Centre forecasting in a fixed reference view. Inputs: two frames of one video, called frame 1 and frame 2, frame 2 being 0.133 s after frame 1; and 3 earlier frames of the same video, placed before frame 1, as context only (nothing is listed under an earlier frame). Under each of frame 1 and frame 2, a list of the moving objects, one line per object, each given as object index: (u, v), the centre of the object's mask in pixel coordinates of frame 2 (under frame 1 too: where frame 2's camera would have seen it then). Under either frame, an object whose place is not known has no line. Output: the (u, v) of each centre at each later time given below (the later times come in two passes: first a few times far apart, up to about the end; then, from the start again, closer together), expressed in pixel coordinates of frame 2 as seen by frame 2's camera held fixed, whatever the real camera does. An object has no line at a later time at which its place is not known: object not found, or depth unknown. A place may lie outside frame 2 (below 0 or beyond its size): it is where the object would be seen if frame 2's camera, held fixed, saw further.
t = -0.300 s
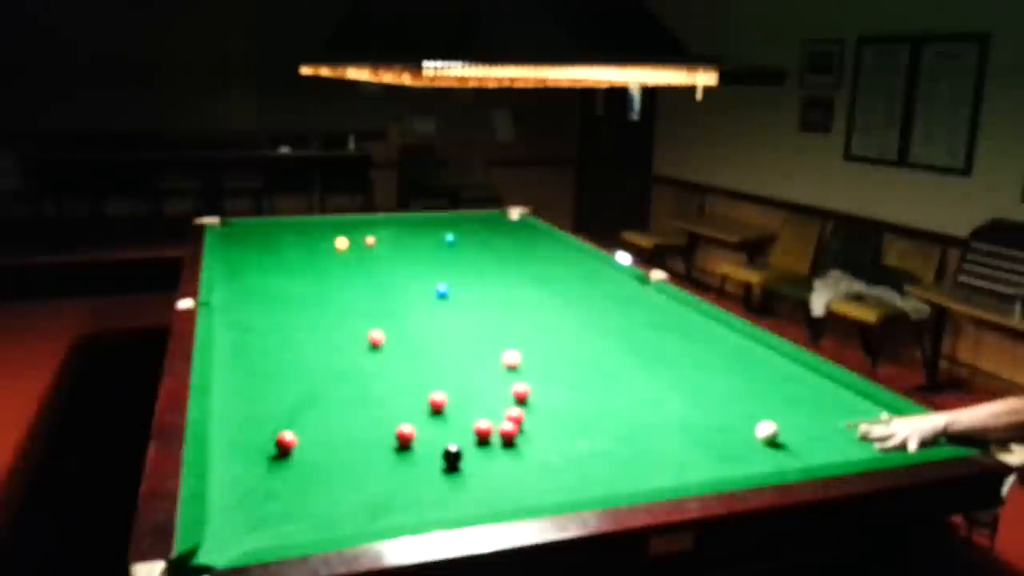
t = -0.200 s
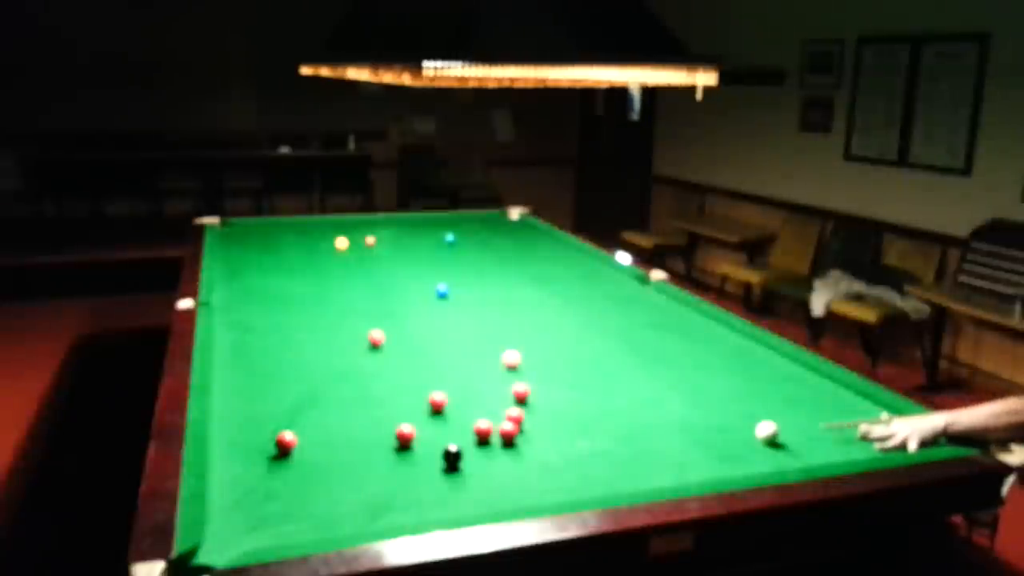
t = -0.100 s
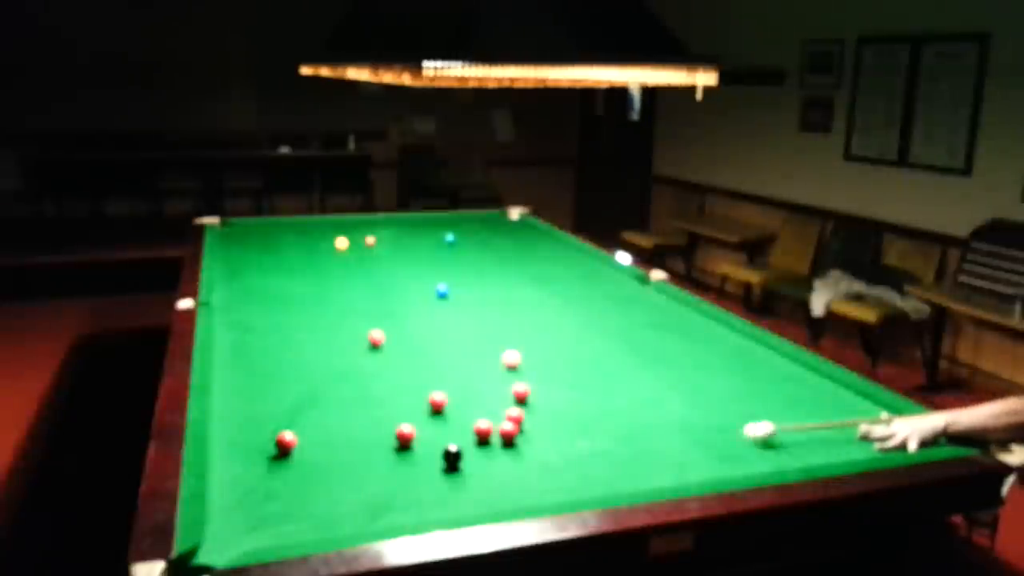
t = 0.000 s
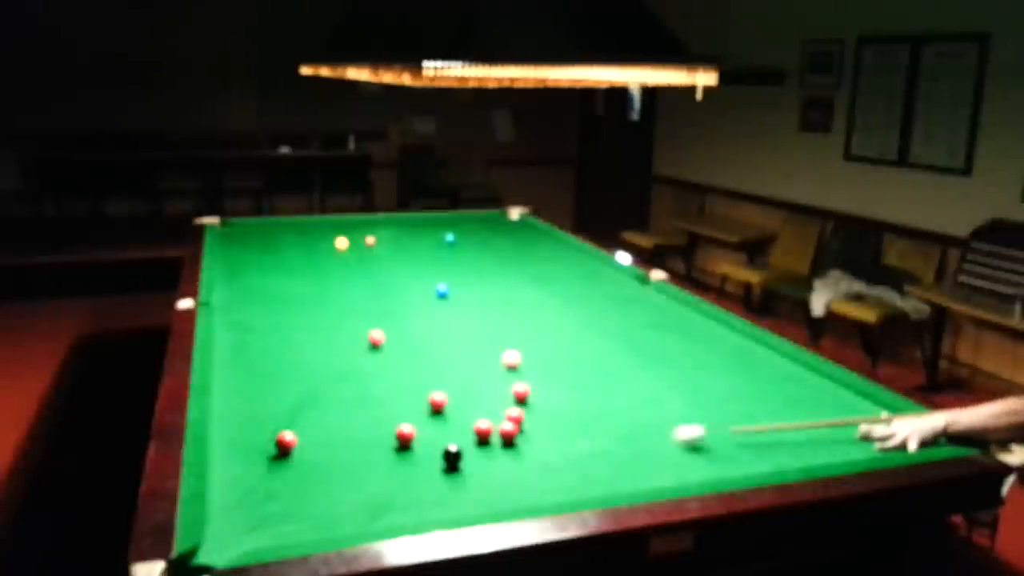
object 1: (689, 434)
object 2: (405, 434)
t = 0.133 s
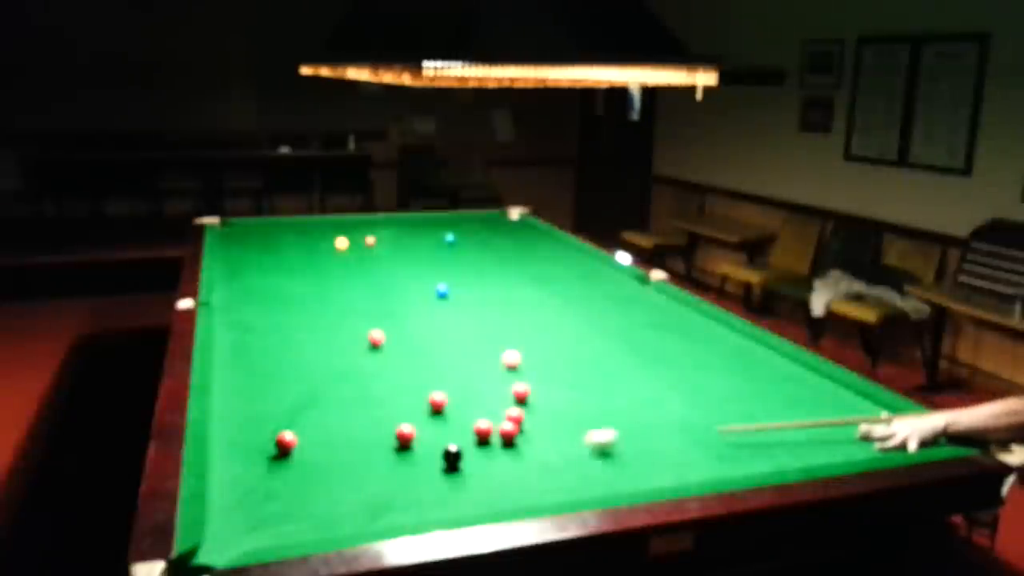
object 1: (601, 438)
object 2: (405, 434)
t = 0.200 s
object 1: (557, 440)
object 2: (405, 434)
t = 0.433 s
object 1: (433, 436)
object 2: (405, 434)
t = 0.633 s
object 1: (419, 425)
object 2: (353, 432)
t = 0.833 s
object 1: (408, 414)
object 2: (306, 430)
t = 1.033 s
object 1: (398, 405)
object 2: (262, 427)
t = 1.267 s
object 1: (387, 395)
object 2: (231, 424)
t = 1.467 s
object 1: (378, 388)
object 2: (257, 417)
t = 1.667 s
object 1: (371, 382)
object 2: (280, 411)
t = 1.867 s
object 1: (364, 377)
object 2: (300, 405)
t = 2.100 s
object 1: (357, 372)
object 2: (320, 399)
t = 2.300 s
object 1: (352, 369)
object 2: (335, 395)
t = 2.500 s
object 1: (349, 365)
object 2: (349, 391)
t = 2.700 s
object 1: (346, 363)
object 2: (361, 388)
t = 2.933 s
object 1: (343, 361)
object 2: (372, 386)
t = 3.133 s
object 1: (342, 360)
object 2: (381, 383)
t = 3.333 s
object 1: (342, 360)
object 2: (388, 382)
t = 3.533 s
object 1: (342, 359)
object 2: (393, 381)
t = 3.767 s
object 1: (342, 359)
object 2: (398, 380)
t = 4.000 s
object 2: (401, 380)
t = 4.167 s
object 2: (401, 380)
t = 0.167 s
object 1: (579, 439)
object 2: (405, 434)
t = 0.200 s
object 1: (557, 440)
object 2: (405, 434)
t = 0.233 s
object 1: (535, 442)
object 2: (405, 433)
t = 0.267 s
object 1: (512, 442)
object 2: (405, 434)
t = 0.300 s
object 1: (489, 444)
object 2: (405, 434)
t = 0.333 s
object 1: (469, 445)
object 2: (405, 434)
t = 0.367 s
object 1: (456, 442)
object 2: (405, 434)
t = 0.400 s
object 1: (445, 439)
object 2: (405, 434)
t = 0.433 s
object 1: (433, 436)
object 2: (405, 434)
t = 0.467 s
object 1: (427, 434)
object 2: (399, 433)
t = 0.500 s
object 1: (426, 434)
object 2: (388, 433)
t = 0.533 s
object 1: (425, 431)
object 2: (378, 433)
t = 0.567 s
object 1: (423, 429)
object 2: (369, 433)
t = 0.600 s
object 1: (421, 427)
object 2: (361, 432)
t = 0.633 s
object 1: (419, 425)
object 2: (353, 432)
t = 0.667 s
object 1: (417, 423)
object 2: (345, 431)
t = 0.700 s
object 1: (415, 421)
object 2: (337, 431)
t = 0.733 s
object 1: (413, 419)
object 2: (329, 431)
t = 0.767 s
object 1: (412, 417)
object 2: (321, 431)
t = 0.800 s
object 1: (410, 415)
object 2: (314, 431)
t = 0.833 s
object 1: (408, 414)
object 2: (306, 430)
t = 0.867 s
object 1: (406, 412)
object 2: (300, 428)
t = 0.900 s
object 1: (405, 411)
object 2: (293, 426)
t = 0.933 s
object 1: (403, 409)
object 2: (284, 425)
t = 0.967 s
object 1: (402, 408)
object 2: (276, 427)
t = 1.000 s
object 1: (400, 406)
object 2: (269, 428)
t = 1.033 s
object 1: (398, 405)
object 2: (262, 427)
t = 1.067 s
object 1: (397, 403)
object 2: (255, 427)
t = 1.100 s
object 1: (395, 402)
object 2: (248, 427)
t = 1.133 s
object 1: (394, 400)
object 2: (240, 427)
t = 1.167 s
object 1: (392, 399)
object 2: (233, 426)
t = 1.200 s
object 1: (390, 398)
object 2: (227, 426)
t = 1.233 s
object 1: (389, 397)
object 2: (226, 426)
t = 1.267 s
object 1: (387, 395)
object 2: (231, 424)
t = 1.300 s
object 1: (386, 394)
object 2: (235, 423)
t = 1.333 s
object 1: (384, 393)
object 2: (240, 422)
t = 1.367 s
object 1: (383, 392)
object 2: (244, 420)
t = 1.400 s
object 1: (381, 390)
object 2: (249, 419)
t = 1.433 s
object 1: (380, 390)
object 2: (253, 418)
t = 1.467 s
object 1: (378, 388)
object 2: (257, 417)
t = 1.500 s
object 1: (377, 387)
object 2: (261, 416)
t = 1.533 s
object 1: (376, 386)
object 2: (265, 415)
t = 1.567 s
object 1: (375, 385)
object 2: (269, 414)
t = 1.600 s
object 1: (373, 384)
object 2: (272, 413)
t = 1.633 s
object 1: (372, 383)
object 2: (276, 411)
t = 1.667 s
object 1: (371, 382)
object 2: (280, 411)
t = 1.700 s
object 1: (370, 381)
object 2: (283, 409)
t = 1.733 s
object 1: (369, 381)
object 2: (287, 409)
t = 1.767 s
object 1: (367, 380)
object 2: (290, 408)
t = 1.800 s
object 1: (366, 379)
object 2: (293, 407)
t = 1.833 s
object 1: (365, 378)
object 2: (297, 406)
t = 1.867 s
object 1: (364, 377)
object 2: (300, 405)
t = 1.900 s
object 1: (363, 376)
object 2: (303, 404)
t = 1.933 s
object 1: (362, 376)
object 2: (306, 403)
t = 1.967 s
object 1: (361, 375)
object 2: (309, 402)
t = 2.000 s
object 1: (360, 374)
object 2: (312, 401)
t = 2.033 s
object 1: (359, 374)
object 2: (315, 400)
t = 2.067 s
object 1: (358, 373)
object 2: (318, 400)
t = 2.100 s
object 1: (357, 372)
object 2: (320, 399)
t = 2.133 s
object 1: (356, 372)
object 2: (323, 398)
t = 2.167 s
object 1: (355, 371)
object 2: (326, 397)
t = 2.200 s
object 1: (354, 371)
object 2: (328, 397)
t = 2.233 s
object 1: (354, 370)
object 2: (331, 396)
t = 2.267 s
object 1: (353, 370)
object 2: (333, 396)
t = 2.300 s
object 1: (352, 369)
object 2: (335, 395)
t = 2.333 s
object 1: (351, 369)
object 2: (338, 394)
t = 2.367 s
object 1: (351, 368)
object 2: (340, 394)
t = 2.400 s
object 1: (350, 367)
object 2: (342, 393)
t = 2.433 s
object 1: (349, 367)
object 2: (345, 392)
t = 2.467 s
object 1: (349, 366)
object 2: (347, 392)
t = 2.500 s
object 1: (349, 365)
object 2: (349, 391)
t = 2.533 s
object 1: (348, 365)
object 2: (351, 391)
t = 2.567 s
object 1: (348, 364)
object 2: (353, 391)
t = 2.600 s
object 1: (347, 364)
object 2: (355, 389)
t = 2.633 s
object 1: (347, 364)
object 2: (357, 389)
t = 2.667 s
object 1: (346, 363)
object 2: (359, 389)
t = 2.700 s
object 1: (346, 363)
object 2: (361, 388)
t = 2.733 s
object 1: (346, 363)
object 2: (362, 388)
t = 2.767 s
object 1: (345, 362)
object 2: (364, 387)
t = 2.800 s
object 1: (345, 362)
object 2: (366, 387)
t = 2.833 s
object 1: (344, 362)
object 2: (368, 386)
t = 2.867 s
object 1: (344, 362)
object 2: (369, 386)
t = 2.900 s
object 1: (344, 361)
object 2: (371, 386)
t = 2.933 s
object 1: (343, 361)
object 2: (372, 386)
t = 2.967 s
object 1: (343, 361)
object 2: (374, 385)
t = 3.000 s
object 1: (343, 361)
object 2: (375, 385)
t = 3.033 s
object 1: (343, 360)
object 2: (377, 384)
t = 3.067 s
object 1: (343, 360)
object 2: (378, 384)
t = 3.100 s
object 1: (342, 360)
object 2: (379, 384)
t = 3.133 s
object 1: (342, 360)
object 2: (381, 383)
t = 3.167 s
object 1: (342, 360)
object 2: (382, 383)
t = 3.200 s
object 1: (342, 360)
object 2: (383, 383)
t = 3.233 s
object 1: (342, 360)
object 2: (385, 383)
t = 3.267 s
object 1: (342, 359)
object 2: (386, 382)
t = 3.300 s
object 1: (342, 359)
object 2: (387, 382)
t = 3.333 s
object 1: (342, 360)
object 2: (388, 382)
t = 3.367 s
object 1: (342, 360)
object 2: (389, 382)
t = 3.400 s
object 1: (342, 359)
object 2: (390, 382)
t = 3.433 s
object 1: (342, 359)
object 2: (391, 381)
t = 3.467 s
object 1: (342, 359)
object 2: (392, 381)
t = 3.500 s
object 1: (342, 359)
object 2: (393, 381)
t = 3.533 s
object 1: (342, 359)
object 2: (393, 381)
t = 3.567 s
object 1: (342, 359)
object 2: (394, 381)
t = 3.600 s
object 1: (342, 359)
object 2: (395, 381)
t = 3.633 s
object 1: (342, 359)
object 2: (396, 380)
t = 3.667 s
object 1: (342, 359)
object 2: (396, 380)
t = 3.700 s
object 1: (342, 359)
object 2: (397, 380)
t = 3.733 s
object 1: (342, 359)
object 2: (398, 380)
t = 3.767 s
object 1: (342, 359)
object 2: (398, 380)
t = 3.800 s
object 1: (342, 359)
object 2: (398, 380)
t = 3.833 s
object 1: (342, 359)
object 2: (399, 378)
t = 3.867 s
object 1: (343, 359)
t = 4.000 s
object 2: (401, 380)
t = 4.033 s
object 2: (401, 380)
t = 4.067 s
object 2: (401, 380)
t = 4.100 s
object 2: (401, 380)
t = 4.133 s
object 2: (401, 380)
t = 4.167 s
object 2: (401, 380)
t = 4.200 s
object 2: (401, 380)
